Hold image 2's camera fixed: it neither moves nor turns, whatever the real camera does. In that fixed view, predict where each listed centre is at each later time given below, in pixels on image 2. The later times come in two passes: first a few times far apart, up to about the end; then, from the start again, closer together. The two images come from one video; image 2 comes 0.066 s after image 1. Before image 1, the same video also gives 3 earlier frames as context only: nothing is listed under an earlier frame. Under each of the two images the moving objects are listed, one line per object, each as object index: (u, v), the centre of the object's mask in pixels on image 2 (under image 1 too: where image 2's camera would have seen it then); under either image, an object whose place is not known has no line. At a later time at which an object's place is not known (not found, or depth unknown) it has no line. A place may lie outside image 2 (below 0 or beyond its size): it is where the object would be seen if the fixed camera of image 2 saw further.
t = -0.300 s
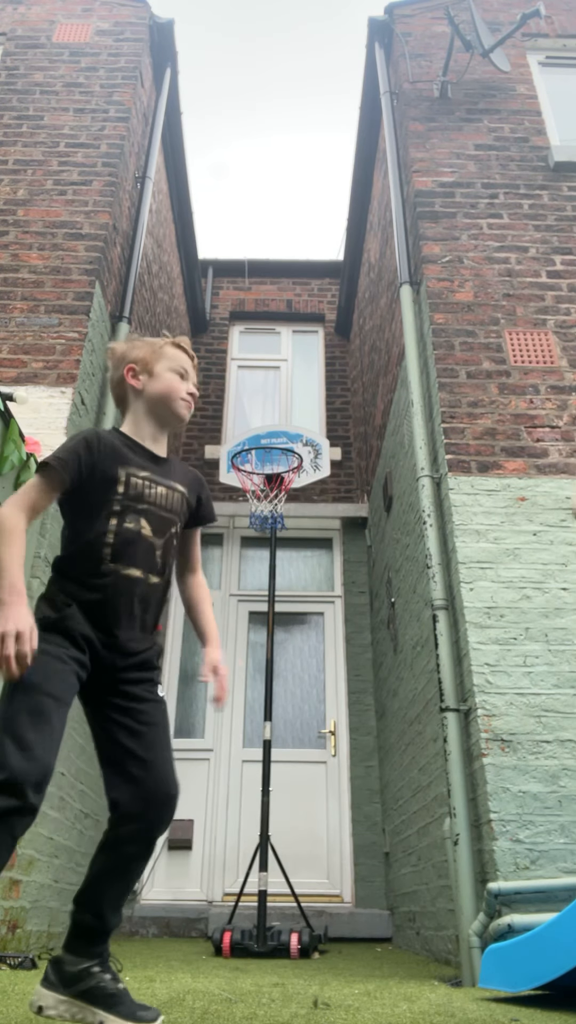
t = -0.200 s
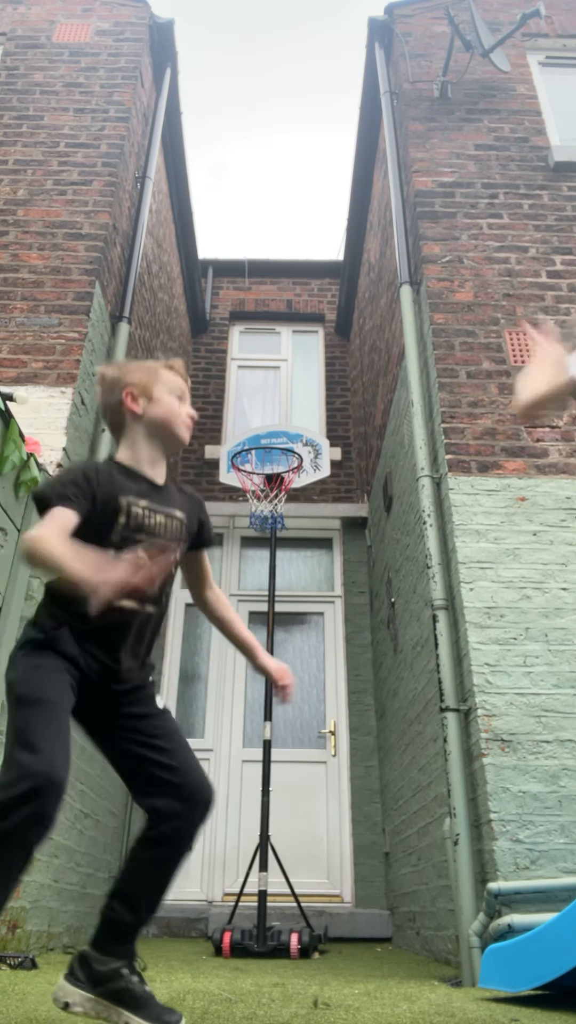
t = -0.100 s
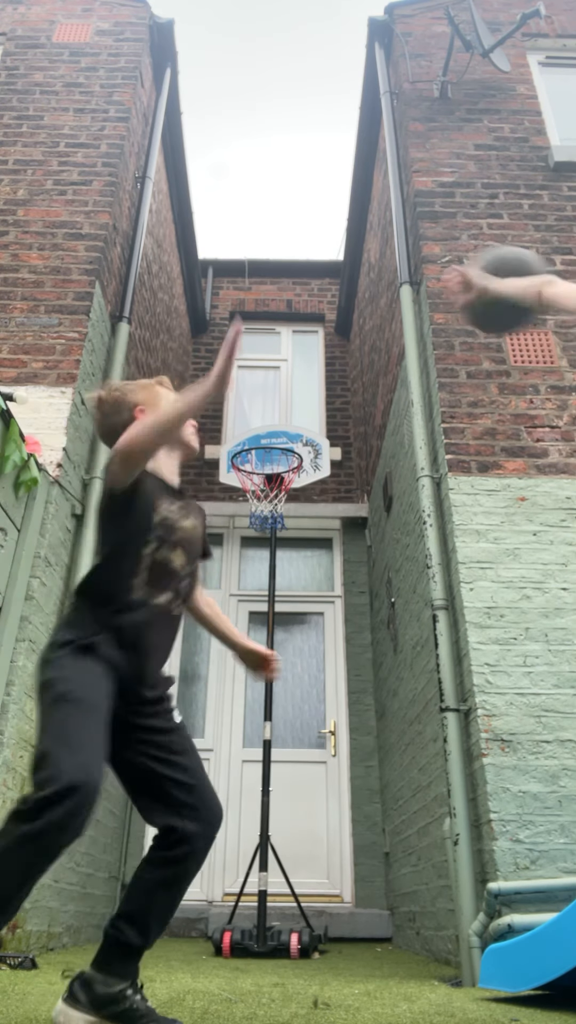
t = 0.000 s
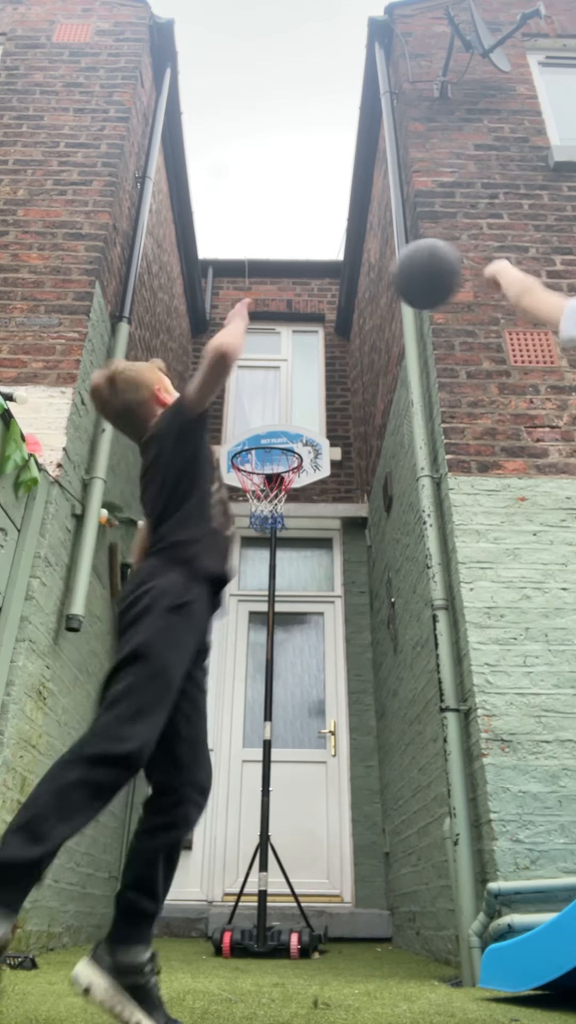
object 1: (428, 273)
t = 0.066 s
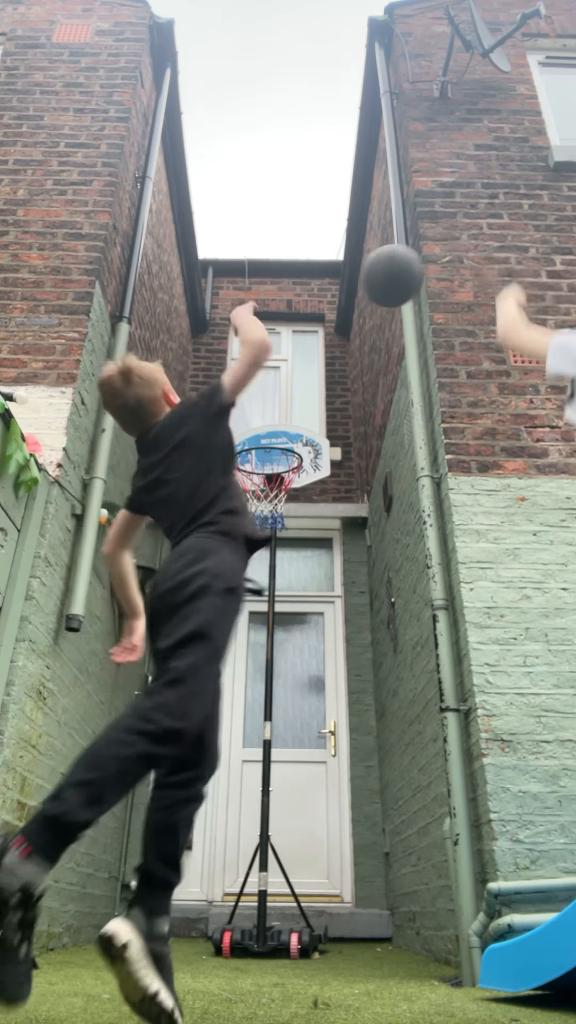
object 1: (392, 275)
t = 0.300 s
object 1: (316, 325)
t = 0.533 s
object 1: (269, 420)
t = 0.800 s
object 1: (235, 445)
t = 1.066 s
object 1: (210, 437)
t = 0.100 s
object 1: (377, 279)
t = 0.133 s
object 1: (365, 284)
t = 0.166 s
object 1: (354, 290)
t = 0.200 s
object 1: (344, 297)
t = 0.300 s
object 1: (316, 325)
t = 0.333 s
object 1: (309, 335)
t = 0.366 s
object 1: (301, 348)
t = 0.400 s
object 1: (294, 361)
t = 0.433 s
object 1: (287, 374)
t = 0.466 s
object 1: (281, 388)
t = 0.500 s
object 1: (275, 403)
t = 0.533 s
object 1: (269, 420)
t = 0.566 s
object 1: (264, 430)
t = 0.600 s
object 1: (258, 434)
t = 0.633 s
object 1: (252, 441)
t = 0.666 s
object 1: (244, 449)
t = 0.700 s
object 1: (242, 450)
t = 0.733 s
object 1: (240, 449)
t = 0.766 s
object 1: (238, 447)
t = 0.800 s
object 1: (235, 445)
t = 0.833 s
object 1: (232, 443)
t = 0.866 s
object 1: (229, 440)
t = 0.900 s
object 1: (226, 438)
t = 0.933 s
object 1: (223, 436)
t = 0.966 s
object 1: (220, 434)
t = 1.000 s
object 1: (217, 434)
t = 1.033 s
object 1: (214, 435)
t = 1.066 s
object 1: (210, 437)
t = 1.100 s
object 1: (206, 441)
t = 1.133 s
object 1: (202, 447)
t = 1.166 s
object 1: (198, 455)
